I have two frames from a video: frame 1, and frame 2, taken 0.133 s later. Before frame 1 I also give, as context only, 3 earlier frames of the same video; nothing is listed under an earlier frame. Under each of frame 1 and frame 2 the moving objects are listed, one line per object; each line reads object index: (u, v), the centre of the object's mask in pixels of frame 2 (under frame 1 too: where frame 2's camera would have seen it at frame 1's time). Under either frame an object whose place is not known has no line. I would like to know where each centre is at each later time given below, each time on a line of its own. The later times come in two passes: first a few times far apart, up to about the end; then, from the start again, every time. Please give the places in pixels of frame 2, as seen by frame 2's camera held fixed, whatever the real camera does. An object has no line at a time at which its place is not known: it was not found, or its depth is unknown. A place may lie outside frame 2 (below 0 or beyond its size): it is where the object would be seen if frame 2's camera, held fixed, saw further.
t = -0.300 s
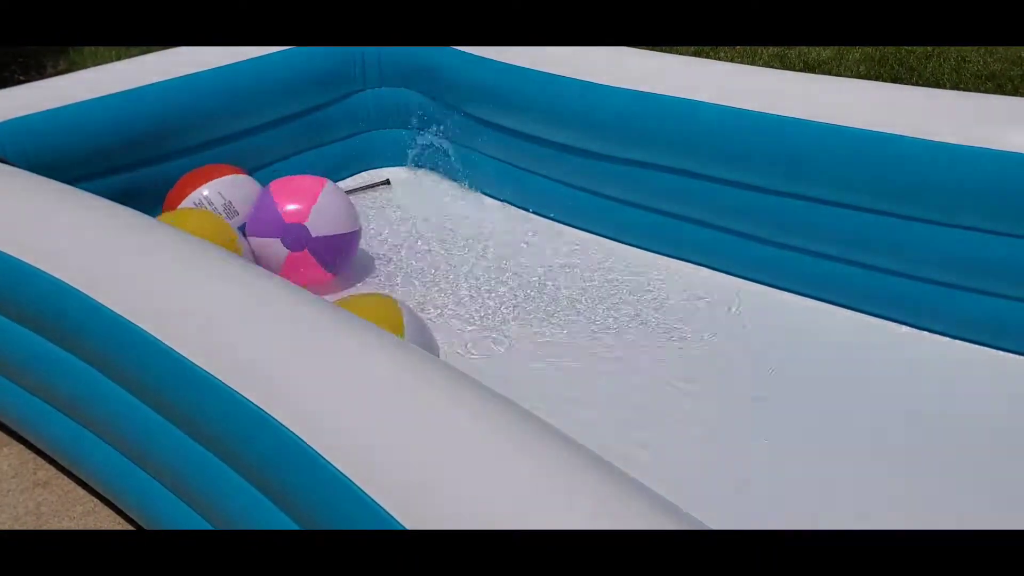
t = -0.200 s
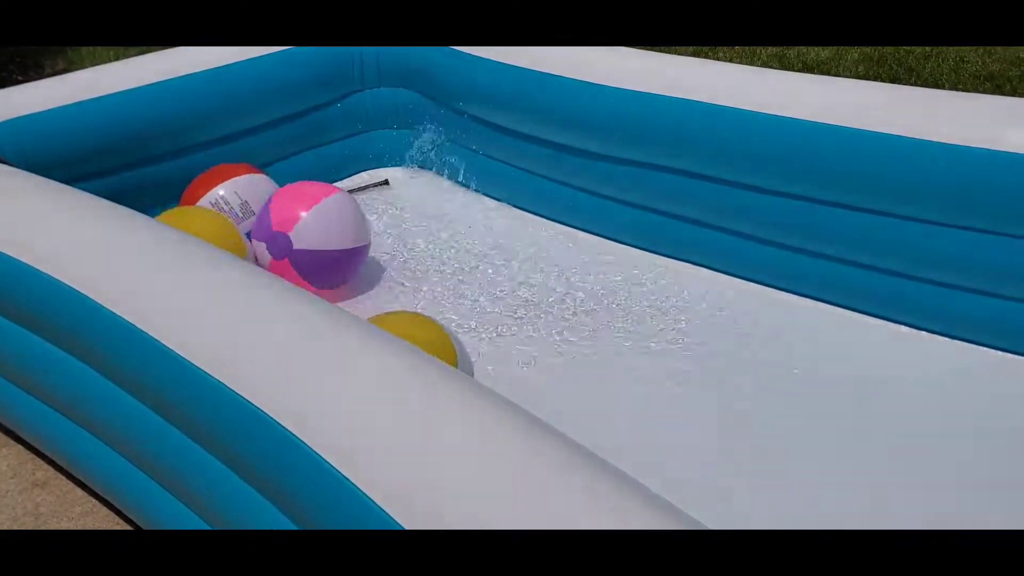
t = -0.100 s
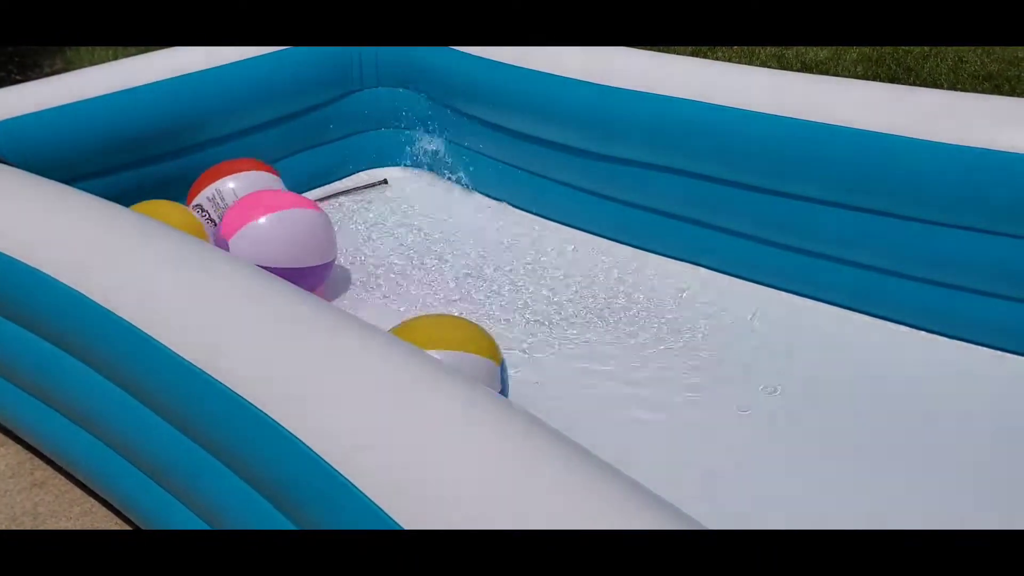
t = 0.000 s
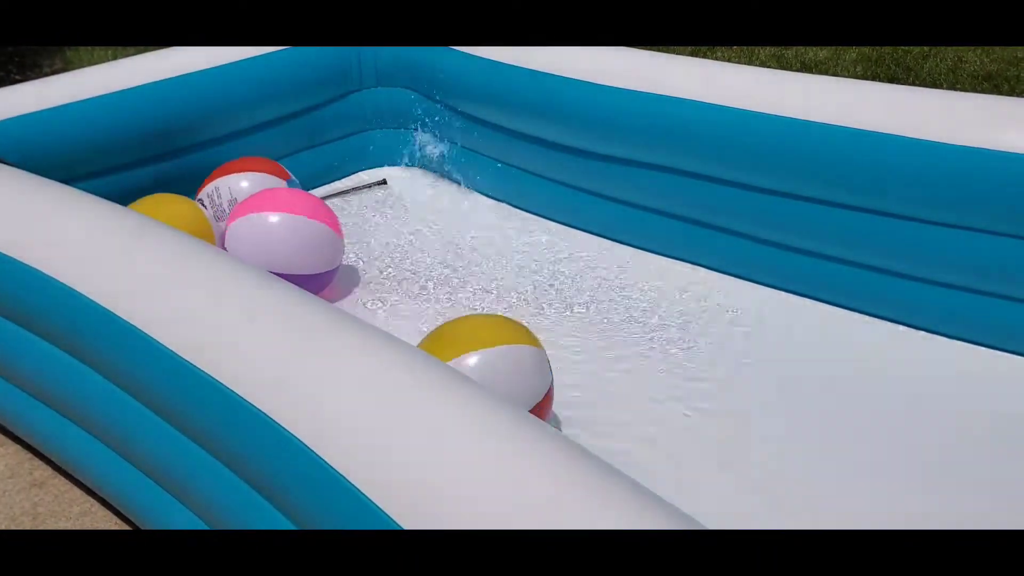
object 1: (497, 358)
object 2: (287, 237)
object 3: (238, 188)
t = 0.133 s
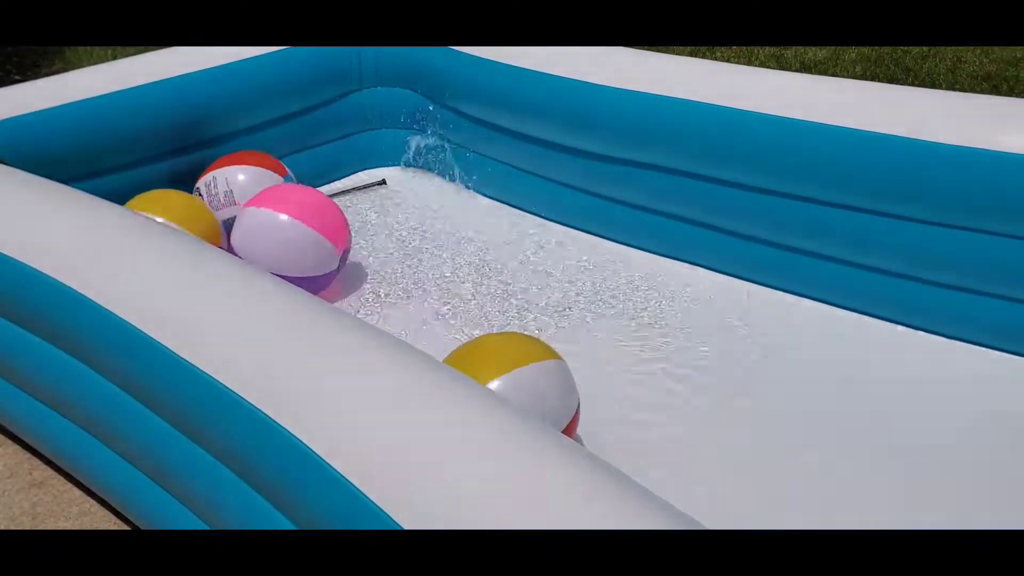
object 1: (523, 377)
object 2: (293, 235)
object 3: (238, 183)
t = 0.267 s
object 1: (559, 393)
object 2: (284, 234)
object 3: (244, 182)
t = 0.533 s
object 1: (621, 456)
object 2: (287, 239)
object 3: (221, 189)
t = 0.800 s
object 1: (474, 364)
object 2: (336, 243)
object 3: (185, 206)
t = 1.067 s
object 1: (430, 324)
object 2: (331, 213)
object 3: (199, 210)
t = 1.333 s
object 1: (414, 320)
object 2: (315, 218)
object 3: (203, 211)
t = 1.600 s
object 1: (435, 354)
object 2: (326, 183)
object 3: (230, 210)
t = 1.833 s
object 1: (482, 334)
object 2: (289, 176)
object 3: (262, 230)
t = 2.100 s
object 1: (668, 476)
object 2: (248, 198)
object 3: (311, 253)
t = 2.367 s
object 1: (688, 483)
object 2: (207, 200)
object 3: (326, 249)
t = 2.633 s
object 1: (662, 481)
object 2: (184, 205)
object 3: (296, 241)
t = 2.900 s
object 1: (545, 376)
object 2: (266, 216)
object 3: (394, 191)
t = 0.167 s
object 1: (524, 380)
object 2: (290, 236)
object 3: (234, 182)
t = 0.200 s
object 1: (531, 384)
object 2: (289, 234)
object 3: (237, 183)
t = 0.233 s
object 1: (545, 389)
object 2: (288, 233)
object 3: (241, 184)
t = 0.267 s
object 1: (559, 393)
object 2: (284, 234)
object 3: (244, 182)
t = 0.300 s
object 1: (571, 396)
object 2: (278, 235)
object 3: (242, 182)
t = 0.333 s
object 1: (592, 407)
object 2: (278, 237)
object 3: (240, 184)
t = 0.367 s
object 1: (612, 423)
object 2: (276, 238)
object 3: (236, 186)
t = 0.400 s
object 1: (617, 435)
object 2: (274, 238)
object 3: (230, 187)
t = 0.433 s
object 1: (615, 444)
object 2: (274, 238)
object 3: (223, 188)
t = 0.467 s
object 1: (616, 453)
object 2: (275, 237)
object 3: (220, 187)
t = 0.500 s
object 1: (618, 457)
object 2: (280, 237)
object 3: (218, 187)
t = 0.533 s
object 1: (621, 456)
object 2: (287, 239)
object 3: (221, 189)
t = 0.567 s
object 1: (626, 457)
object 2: (292, 243)
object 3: (224, 191)
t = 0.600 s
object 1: (619, 451)
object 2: (301, 249)
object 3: (227, 193)
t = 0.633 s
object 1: (586, 432)
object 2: (316, 253)
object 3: (218, 206)
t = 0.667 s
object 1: (549, 410)
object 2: (323, 253)
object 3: (214, 209)
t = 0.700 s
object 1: (522, 394)
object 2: (322, 251)
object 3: (207, 208)
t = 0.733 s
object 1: (500, 381)
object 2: (326, 249)
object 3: (198, 206)
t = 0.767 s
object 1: (485, 371)
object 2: (333, 246)
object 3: (190, 206)
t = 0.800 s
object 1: (474, 364)
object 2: (336, 243)
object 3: (185, 206)
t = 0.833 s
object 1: (469, 361)
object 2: (337, 238)
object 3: (185, 206)
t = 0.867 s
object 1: (459, 355)
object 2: (334, 232)
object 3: (186, 206)
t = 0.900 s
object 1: (442, 344)
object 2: (333, 228)
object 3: (187, 206)
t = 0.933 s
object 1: (433, 336)
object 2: (333, 225)
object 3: (188, 206)
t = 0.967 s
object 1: (431, 331)
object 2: (333, 223)
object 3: (190, 207)
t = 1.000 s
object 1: (427, 326)
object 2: (336, 220)
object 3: (195, 210)
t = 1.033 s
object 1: (429, 324)
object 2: (336, 215)
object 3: (197, 210)
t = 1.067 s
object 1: (430, 324)
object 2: (331, 213)
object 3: (199, 210)
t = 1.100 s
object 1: (427, 326)
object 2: (325, 214)
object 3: (199, 209)
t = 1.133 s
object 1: (426, 332)
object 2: (321, 214)
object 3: (193, 207)
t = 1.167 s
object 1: (414, 336)
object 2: (324, 216)
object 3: (193, 208)
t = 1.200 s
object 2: (326, 216)
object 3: (197, 209)
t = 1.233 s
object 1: (390, 327)
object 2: (325, 218)
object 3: (203, 210)
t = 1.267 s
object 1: (394, 322)
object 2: (322, 220)
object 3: (206, 211)
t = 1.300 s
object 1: (401, 318)
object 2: (311, 222)
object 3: (211, 212)
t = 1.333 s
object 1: (414, 320)
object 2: (315, 218)
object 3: (203, 211)
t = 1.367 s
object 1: (425, 322)
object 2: (304, 212)
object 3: (193, 211)
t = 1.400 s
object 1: (433, 326)
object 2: (295, 207)
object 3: (188, 210)
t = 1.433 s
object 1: (435, 327)
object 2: (292, 198)
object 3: (189, 208)
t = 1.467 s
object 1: (443, 333)
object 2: (296, 190)
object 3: (193, 206)
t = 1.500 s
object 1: (447, 339)
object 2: (298, 182)
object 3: (203, 205)
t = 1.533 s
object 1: (445, 344)
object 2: (311, 176)
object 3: (210, 205)
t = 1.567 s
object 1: (442, 351)
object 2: (320, 182)
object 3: (223, 206)
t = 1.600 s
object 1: (435, 354)
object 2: (326, 183)
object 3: (230, 210)
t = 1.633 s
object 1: (426, 346)
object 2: (323, 184)
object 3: (231, 214)
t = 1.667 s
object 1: (415, 333)
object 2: (312, 188)
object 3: (234, 218)
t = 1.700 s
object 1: (415, 324)
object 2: (304, 184)
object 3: (241, 222)
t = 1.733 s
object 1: (427, 325)
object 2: (297, 181)
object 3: (245, 224)
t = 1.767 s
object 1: (437, 328)
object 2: (280, 179)
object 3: (241, 224)
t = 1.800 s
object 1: (447, 326)
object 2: (274, 174)
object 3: (247, 226)
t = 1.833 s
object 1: (482, 334)
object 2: (289, 176)
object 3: (262, 230)
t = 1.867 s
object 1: (509, 348)
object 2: (301, 178)
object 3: (278, 237)
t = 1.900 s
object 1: (528, 364)
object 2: (300, 181)
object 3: (288, 243)
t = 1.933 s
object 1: (556, 383)
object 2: (295, 184)
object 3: (290, 247)
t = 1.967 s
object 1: (586, 404)
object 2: (291, 185)
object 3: (291, 248)
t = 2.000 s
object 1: (606, 425)
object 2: (281, 186)
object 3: (289, 249)
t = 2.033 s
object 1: (623, 444)
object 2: (268, 188)
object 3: (292, 249)
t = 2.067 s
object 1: (643, 460)
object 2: (258, 191)
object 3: (300, 251)
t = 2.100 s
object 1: (668, 476)
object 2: (248, 198)
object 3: (311, 253)
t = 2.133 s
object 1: (693, 493)
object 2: (238, 202)
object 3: (318, 254)
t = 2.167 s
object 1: (716, 507)
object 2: (222, 203)
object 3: (317, 253)
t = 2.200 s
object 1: (721, 515)
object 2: (213, 204)
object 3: (316, 252)
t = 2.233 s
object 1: (720, 515)
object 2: (209, 207)
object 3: (319, 250)
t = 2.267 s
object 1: (716, 509)
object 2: (200, 206)
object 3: (309, 246)
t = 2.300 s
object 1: (705, 502)
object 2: (198, 202)
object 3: (305, 244)
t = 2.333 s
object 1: (691, 492)
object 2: (203, 200)
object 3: (314, 245)
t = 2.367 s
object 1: (688, 483)
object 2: (207, 200)
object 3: (326, 249)
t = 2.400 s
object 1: (695, 480)
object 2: (211, 200)
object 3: (322, 251)
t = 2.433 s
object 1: (702, 483)
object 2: (211, 198)
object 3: (311, 249)
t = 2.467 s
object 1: (703, 487)
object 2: (214, 201)
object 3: (312, 252)
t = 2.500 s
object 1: (704, 488)
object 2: (215, 203)
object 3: (314, 254)
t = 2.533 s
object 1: (709, 491)
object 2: (207, 205)
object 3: (316, 254)
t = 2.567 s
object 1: (710, 492)
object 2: (190, 203)
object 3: (309, 251)
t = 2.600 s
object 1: (694, 490)
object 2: (188, 205)
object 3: (303, 246)
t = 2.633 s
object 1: (662, 481)
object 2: (184, 205)
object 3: (296, 241)
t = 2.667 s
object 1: (637, 469)
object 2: (184, 206)
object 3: (296, 235)
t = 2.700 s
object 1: (608, 451)
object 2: (190, 206)
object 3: (303, 227)
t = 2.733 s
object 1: (574, 428)
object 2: (201, 207)
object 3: (317, 218)
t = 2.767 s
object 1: (551, 411)
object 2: (214, 209)
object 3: (331, 212)
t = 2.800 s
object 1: (540, 400)
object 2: (232, 210)
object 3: (348, 206)
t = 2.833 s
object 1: (538, 392)
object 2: (248, 212)
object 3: (368, 198)
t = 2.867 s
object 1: (539, 383)
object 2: (257, 214)
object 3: (383, 194)
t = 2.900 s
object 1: (545, 376)
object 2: (266, 216)
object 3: (394, 191)
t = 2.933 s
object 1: (549, 370)
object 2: (271, 218)
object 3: (405, 189)
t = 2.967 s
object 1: (538, 360)
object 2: (280, 218)
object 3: (407, 192)
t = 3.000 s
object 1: (535, 355)
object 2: (292, 217)
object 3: (410, 196)
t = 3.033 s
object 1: (553, 361)
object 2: (302, 222)
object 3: (414, 203)
